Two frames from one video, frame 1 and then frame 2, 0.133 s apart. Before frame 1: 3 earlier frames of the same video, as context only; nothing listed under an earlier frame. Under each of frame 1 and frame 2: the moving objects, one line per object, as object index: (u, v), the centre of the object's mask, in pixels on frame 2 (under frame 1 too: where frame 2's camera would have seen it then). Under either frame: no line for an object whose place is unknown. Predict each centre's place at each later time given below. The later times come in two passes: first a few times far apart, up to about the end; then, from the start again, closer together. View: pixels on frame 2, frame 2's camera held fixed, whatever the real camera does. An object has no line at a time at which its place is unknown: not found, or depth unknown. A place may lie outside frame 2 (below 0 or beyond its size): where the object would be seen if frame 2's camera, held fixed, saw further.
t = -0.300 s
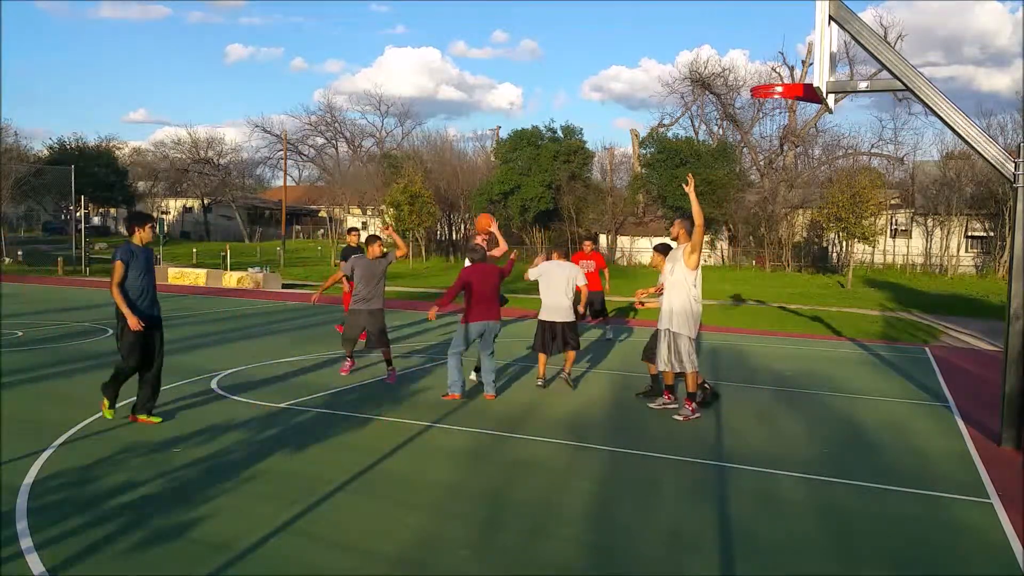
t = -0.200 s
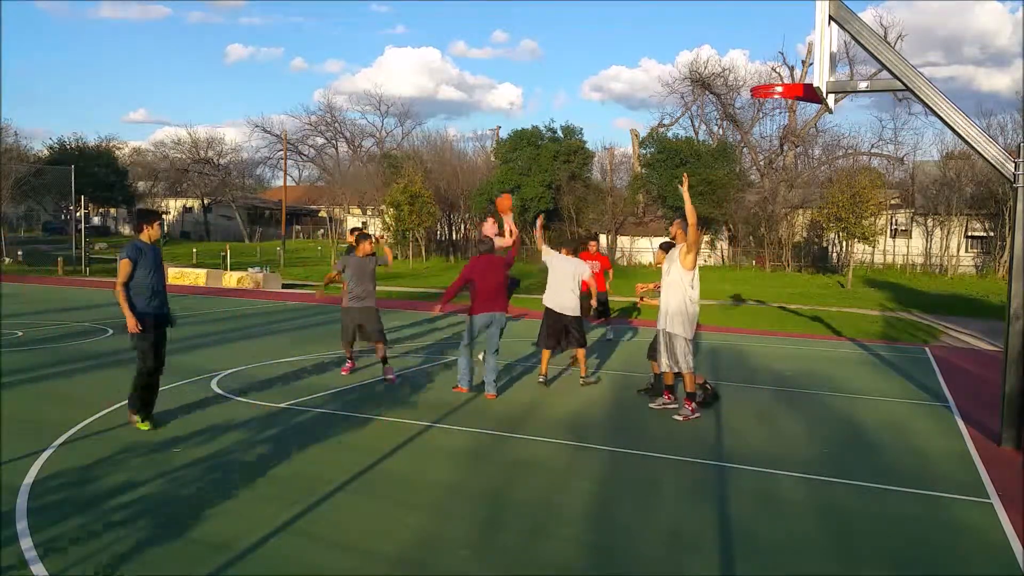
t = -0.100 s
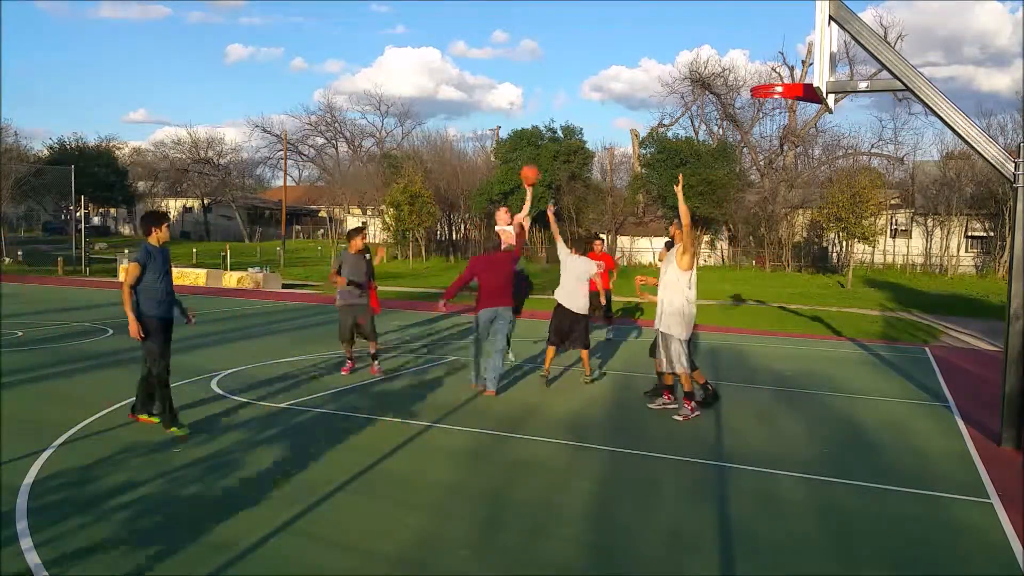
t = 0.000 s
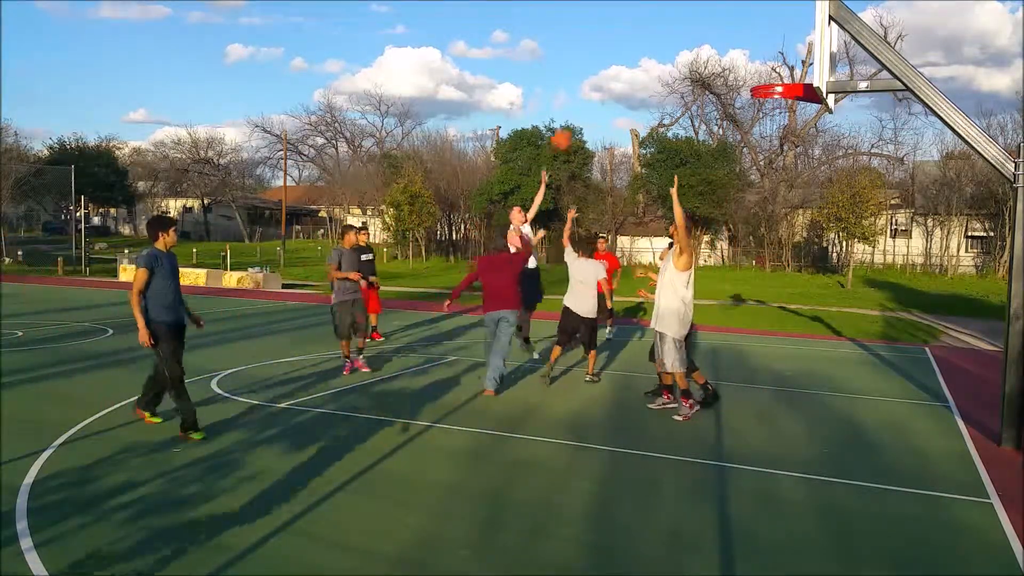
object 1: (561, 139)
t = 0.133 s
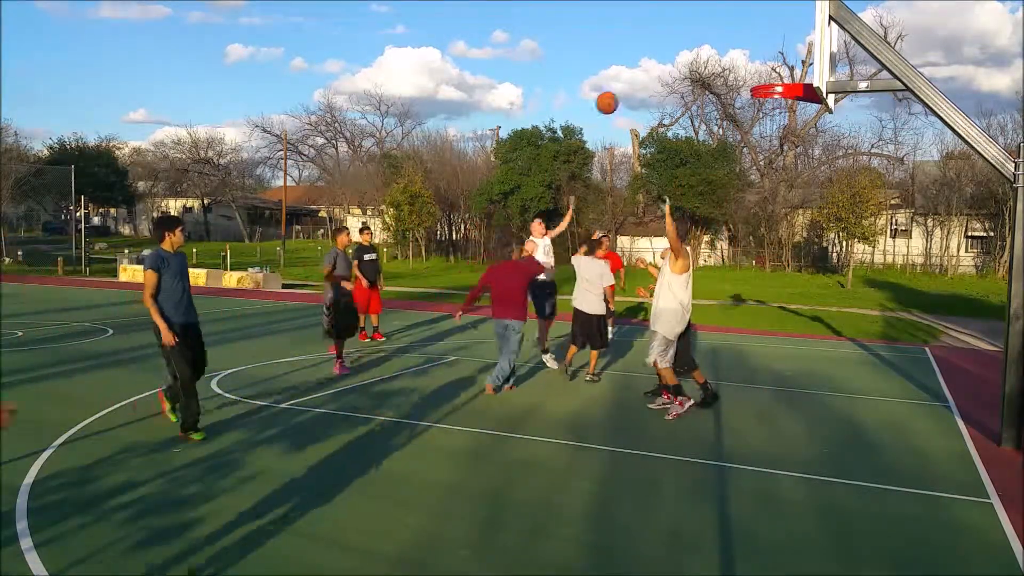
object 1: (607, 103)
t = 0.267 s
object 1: (656, 78)
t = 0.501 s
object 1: (751, 75)
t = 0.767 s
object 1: (803, 64)
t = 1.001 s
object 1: (771, 74)
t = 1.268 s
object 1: (760, 74)
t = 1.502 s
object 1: (771, 76)
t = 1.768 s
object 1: (788, 108)
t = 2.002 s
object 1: (782, 133)
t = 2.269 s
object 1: (771, 193)
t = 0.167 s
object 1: (619, 95)
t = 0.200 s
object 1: (631, 89)
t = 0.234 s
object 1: (643, 83)
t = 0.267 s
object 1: (656, 78)
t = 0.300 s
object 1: (669, 75)
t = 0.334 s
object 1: (681, 72)
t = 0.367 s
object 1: (695, 71)
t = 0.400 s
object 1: (709, 69)
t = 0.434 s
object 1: (722, 70)
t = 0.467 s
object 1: (737, 72)
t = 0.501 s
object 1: (751, 75)
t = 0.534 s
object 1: (764, 77)
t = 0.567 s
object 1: (773, 74)
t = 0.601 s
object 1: (782, 71)
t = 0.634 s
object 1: (790, 68)
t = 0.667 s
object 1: (799, 66)
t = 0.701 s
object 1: (804, 65)
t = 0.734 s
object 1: (806, 65)
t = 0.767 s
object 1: (803, 64)
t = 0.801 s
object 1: (800, 64)
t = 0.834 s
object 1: (794, 66)
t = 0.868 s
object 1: (788, 68)
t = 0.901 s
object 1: (782, 72)
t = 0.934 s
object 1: (777, 75)
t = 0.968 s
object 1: (773, 76)
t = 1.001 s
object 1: (771, 74)
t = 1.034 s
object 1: (769, 72)
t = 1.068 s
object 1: (767, 71)
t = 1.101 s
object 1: (765, 71)
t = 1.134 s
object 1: (763, 72)
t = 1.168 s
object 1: (761, 74)
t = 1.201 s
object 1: (759, 76)
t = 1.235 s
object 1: (759, 75)
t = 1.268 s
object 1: (760, 74)
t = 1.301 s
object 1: (761, 73)
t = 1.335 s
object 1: (761, 74)
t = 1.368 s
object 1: (762, 75)
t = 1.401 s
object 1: (763, 75)
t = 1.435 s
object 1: (766, 74)
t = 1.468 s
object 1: (768, 75)
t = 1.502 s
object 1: (771, 76)
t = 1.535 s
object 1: (773, 76)
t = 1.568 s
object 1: (776, 77)
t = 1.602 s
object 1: (779, 79)
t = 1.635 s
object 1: (780, 86)
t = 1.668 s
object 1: (783, 96)
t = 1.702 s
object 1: (785, 102)
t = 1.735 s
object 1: (787, 105)
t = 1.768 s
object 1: (788, 108)
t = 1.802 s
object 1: (789, 110)
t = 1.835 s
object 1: (789, 113)
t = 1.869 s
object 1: (788, 115)
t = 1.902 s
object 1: (788, 119)
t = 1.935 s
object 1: (785, 125)
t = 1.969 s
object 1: (783, 130)
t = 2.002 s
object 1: (782, 133)
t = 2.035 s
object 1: (782, 137)
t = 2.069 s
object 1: (782, 140)
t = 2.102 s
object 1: (779, 147)
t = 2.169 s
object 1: (775, 163)
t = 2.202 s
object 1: (774, 172)
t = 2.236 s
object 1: (772, 183)
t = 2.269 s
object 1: (771, 193)
